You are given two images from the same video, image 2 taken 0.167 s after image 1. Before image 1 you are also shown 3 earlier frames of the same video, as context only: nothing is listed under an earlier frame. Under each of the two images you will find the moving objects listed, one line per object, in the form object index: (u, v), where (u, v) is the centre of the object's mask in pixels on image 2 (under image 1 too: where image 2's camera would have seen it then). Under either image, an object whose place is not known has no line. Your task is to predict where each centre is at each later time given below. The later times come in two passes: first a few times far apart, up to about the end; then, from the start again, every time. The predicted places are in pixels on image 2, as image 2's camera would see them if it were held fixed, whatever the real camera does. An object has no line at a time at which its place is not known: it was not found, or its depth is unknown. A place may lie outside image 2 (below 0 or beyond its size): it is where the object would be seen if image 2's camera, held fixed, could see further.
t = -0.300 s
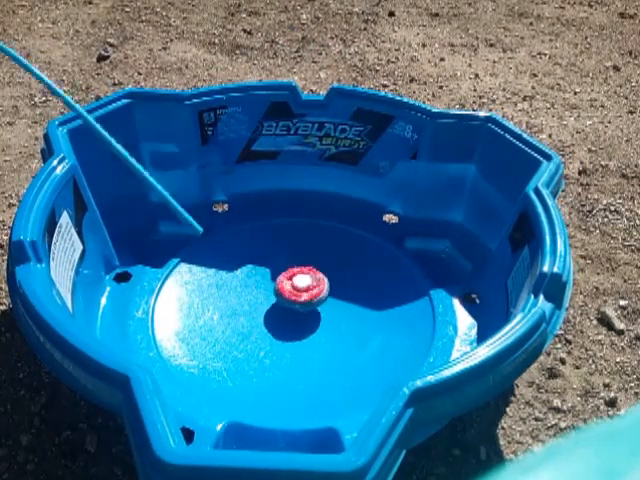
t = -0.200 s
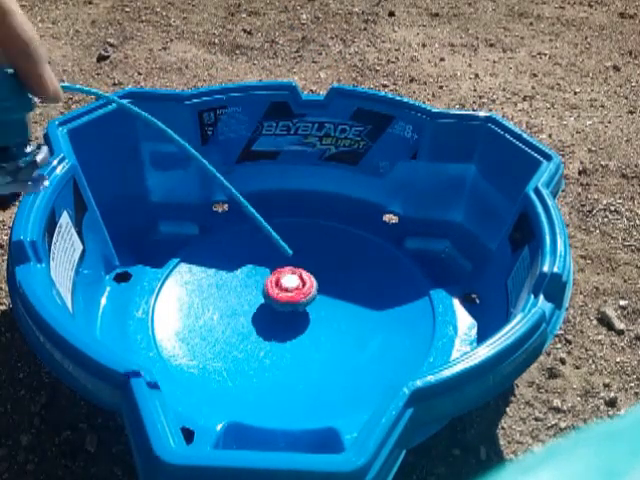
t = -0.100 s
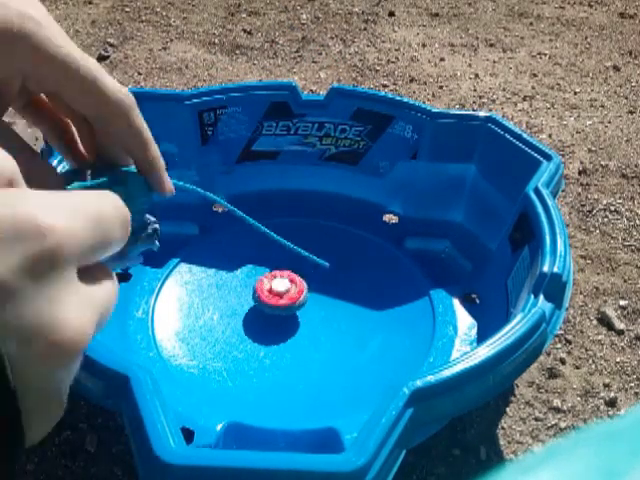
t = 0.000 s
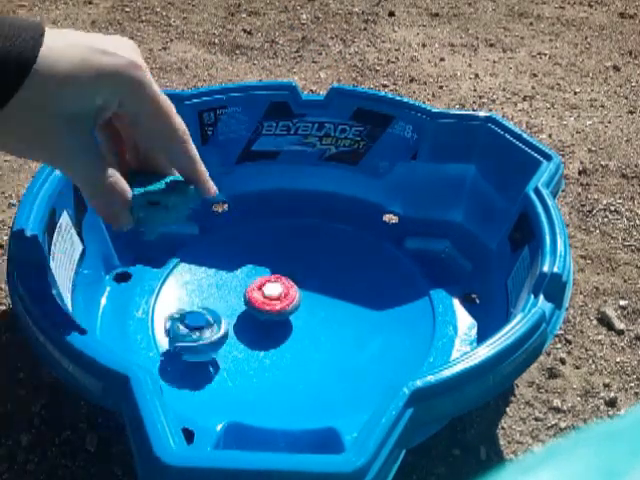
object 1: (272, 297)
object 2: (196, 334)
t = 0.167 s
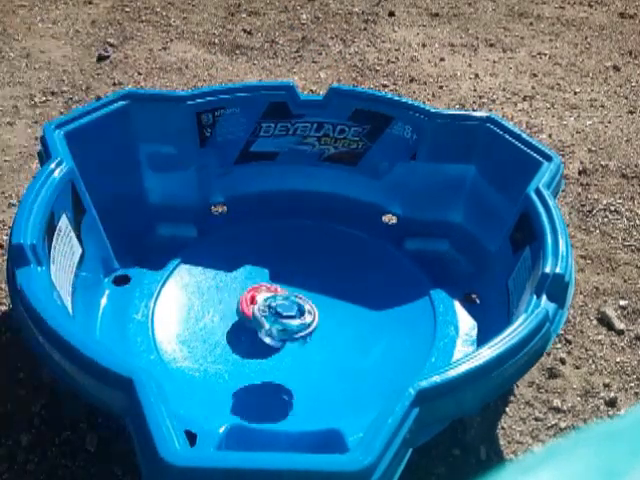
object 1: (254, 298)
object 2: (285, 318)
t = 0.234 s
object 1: (265, 309)
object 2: (309, 339)
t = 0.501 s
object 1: (231, 294)
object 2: (360, 271)
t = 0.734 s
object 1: (223, 302)
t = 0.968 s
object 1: (252, 299)
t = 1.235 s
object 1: (279, 277)
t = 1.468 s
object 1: (285, 261)
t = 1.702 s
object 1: (282, 259)
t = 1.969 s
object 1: (282, 282)
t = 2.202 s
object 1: (301, 303)
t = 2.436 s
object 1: (326, 294)
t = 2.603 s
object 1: (315, 272)
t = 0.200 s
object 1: (263, 308)
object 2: (300, 345)
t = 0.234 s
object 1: (265, 309)
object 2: (309, 339)
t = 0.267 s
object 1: (264, 310)
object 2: (314, 329)
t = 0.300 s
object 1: (261, 308)
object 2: (327, 331)
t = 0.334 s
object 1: (252, 301)
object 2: (346, 326)
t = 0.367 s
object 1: (246, 296)
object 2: (361, 318)
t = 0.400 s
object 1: (242, 294)
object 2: (368, 307)
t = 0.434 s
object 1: (238, 294)
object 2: (370, 295)
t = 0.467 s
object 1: (234, 294)
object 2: (367, 282)
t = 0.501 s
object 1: (231, 294)
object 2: (360, 271)
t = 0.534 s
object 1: (229, 294)
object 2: (349, 260)
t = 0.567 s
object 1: (226, 296)
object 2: (341, 248)
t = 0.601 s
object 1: (224, 296)
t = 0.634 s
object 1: (222, 297)
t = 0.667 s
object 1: (222, 299)
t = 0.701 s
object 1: (222, 301)
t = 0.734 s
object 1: (223, 302)
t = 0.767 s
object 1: (226, 303)
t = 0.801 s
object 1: (230, 303)
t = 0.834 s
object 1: (234, 304)
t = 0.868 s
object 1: (238, 303)
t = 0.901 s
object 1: (242, 302)
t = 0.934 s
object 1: (247, 301)
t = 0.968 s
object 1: (252, 299)
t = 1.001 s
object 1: (256, 297)
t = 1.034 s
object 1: (260, 294)
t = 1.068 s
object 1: (264, 292)
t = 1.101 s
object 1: (268, 289)
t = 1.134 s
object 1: (272, 287)
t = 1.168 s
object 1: (274, 283)
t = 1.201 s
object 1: (277, 280)
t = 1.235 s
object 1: (279, 277)
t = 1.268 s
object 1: (282, 273)
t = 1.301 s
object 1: (282, 271)
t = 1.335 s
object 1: (283, 267)
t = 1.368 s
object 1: (284, 266)
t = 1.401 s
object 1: (284, 264)
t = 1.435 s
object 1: (284, 263)
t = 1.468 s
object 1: (285, 261)
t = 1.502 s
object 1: (285, 259)
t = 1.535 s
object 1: (285, 258)
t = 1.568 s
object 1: (285, 257)
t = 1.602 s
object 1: (285, 257)
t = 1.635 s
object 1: (284, 257)
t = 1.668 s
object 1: (283, 258)
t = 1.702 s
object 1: (282, 259)
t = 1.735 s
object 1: (282, 261)
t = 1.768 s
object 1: (281, 263)
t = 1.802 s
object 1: (279, 267)
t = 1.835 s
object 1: (279, 269)
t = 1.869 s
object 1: (279, 273)
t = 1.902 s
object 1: (281, 276)
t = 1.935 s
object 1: (282, 279)
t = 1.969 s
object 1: (282, 282)
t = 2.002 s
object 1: (284, 286)
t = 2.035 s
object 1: (286, 289)
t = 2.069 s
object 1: (289, 292)
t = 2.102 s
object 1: (293, 296)
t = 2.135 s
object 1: (295, 298)
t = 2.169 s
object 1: (298, 301)
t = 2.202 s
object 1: (301, 303)
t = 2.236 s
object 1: (304, 305)
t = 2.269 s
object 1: (308, 307)
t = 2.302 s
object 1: (310, 308)
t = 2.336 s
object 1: (313, 308)
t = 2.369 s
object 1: (317, 308)
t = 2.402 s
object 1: (319, 305)
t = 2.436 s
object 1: (326, 294)
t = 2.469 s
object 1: (329, 286)
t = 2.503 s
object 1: (327, 281)
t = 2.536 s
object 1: (324, 278)
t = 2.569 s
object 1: (320, 275)
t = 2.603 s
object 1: (315, 272)
